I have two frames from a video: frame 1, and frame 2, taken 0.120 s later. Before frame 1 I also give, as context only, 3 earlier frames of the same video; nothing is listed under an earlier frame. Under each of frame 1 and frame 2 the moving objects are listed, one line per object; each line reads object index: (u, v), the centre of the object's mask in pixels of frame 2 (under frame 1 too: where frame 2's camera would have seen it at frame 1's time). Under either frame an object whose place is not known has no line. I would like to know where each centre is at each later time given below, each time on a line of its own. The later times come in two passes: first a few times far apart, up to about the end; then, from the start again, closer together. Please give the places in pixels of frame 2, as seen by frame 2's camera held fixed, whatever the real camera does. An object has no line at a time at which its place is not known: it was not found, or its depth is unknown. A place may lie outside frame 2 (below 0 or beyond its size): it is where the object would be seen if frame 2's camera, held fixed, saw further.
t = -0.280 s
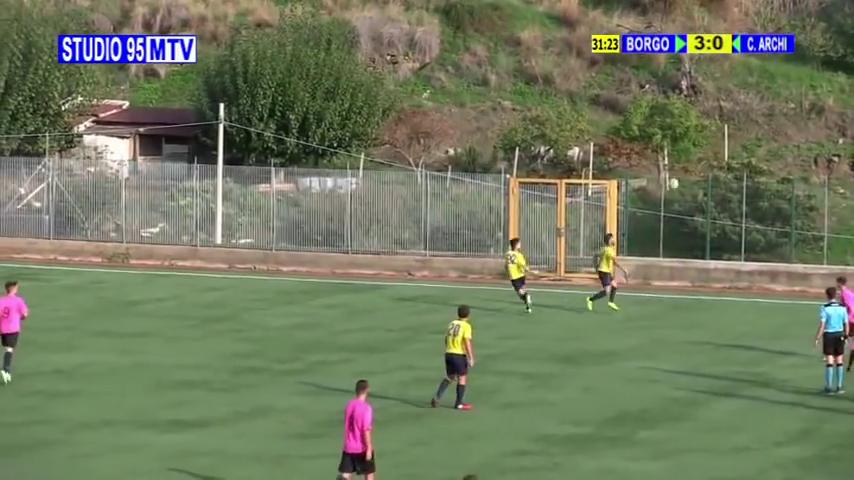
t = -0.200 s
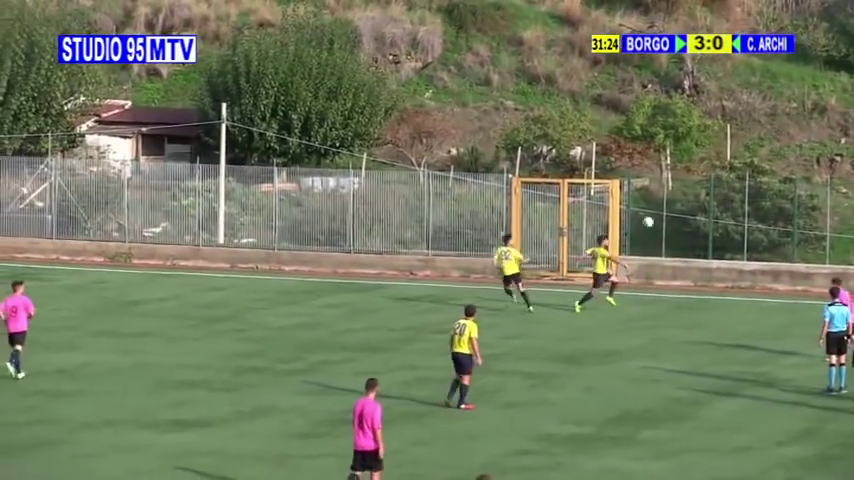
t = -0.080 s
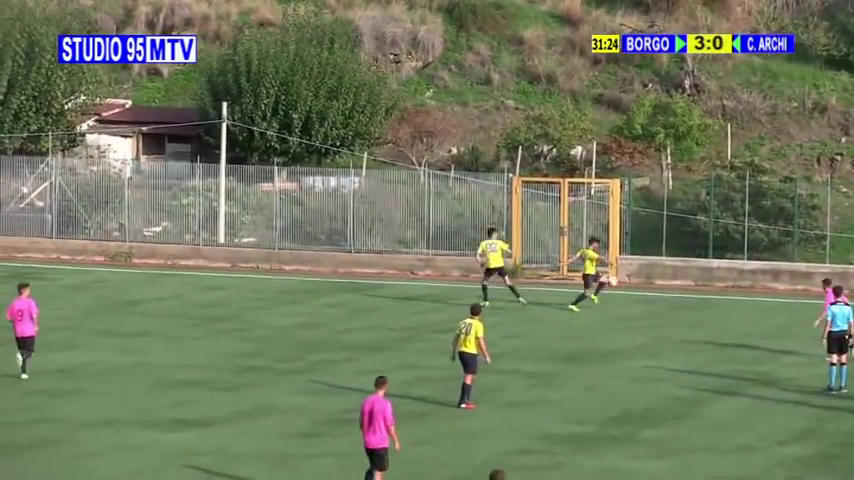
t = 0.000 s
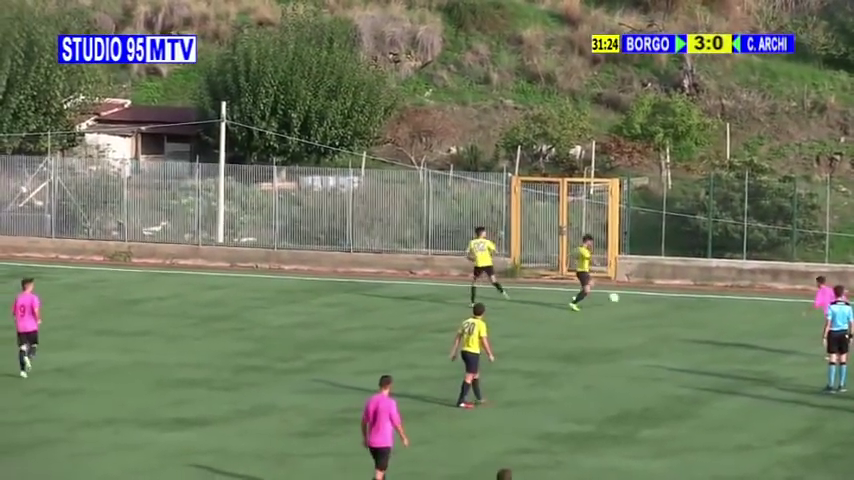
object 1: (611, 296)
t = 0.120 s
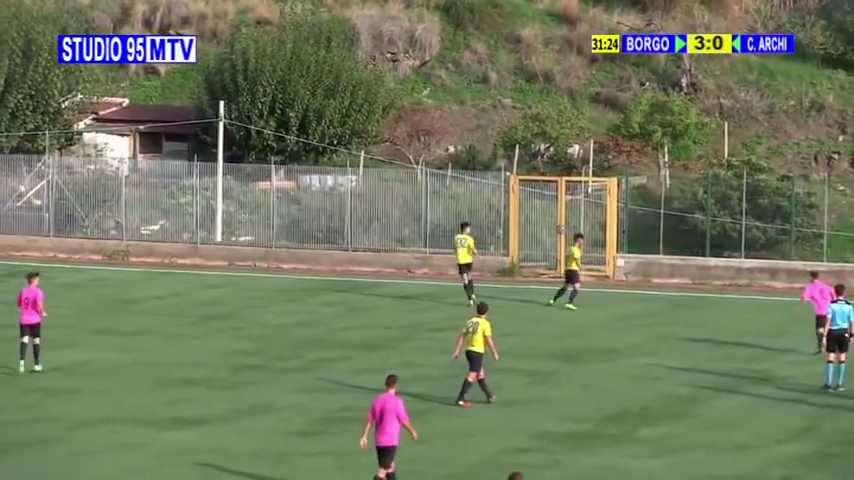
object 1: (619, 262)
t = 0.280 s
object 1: (628, 227)
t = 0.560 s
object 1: (643, 196)
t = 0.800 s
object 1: (655, 199)
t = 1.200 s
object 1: (672, 256)
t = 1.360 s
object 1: (679, 269)
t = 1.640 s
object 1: (668, 235)
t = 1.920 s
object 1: (654, 234)
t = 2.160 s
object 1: (642, 259)
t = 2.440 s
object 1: (633, 277)
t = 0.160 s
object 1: (621, 252)
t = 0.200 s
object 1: (624, 244)
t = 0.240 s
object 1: (626, 235)
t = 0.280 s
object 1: (628, 227)
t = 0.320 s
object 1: (631, 221)
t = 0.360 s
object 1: (633, 215)
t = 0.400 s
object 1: (635, 210)
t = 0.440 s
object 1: (637, 205)
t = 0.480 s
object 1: (639, 201)
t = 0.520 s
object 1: (641, 199)
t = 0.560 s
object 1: (643, 196)
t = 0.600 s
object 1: (645, 195)
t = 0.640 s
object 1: (647, 195)
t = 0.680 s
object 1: (649, 195)
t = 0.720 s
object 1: (651, 195)
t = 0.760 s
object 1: (653, 197)
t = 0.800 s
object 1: (655, 199)
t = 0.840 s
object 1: (657, 201)
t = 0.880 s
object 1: (658, 205)
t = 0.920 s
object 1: (660, 209)
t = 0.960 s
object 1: (662, 213)
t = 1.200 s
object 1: (672, 256)
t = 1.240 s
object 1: (674, 265)
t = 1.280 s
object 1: (675, 275)
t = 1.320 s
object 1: (677, 277)
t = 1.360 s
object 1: (679, 269)
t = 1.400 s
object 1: (680, 262)
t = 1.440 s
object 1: (678, 255)
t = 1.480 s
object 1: (676, 250)
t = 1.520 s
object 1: (674, 246)
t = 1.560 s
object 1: (672, 242)
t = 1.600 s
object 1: (670, 238)
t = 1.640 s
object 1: (668, 235)
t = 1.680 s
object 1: (666, 233)
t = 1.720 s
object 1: (664, 232)
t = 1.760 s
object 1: (662, 231)
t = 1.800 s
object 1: (660, 231)
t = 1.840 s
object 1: (658, 231)
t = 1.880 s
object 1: (656, 232)
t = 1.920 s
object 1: (654, 234)
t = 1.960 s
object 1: (652, 236)
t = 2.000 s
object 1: (650, 240)
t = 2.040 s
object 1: (648, 243)
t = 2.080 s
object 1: (646, 248)
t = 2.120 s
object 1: (644, 253)
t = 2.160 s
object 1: (642, 259)
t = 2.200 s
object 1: (640, 265)
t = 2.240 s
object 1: (638, 272)
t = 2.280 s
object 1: (636, 280)
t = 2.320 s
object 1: (634, 288)
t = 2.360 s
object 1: (633, 288)
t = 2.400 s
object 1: (633, 282)
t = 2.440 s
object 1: (633, 277)
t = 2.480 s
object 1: (634, 272)
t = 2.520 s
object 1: (634, 269)
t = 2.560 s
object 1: (634, 265)
